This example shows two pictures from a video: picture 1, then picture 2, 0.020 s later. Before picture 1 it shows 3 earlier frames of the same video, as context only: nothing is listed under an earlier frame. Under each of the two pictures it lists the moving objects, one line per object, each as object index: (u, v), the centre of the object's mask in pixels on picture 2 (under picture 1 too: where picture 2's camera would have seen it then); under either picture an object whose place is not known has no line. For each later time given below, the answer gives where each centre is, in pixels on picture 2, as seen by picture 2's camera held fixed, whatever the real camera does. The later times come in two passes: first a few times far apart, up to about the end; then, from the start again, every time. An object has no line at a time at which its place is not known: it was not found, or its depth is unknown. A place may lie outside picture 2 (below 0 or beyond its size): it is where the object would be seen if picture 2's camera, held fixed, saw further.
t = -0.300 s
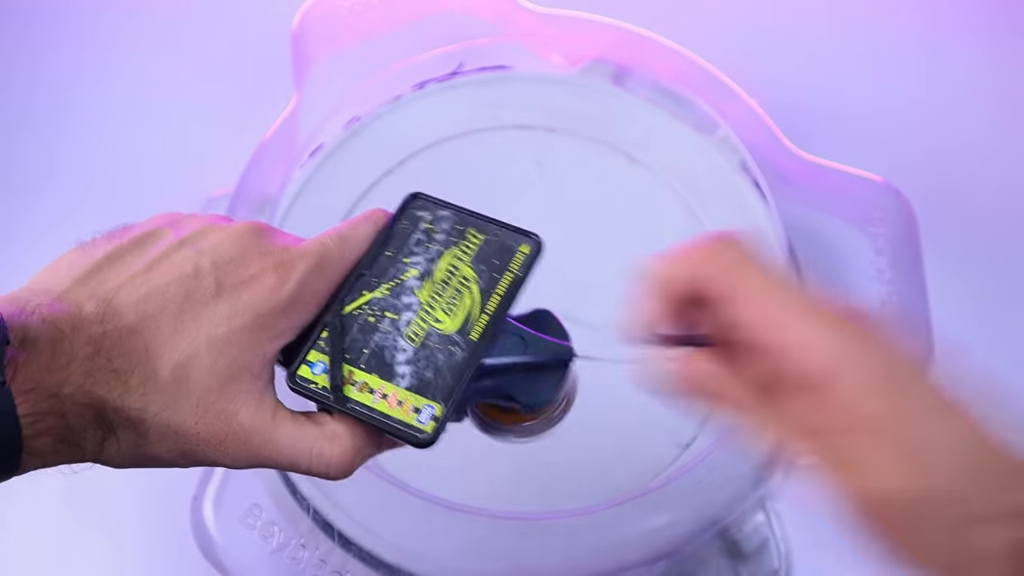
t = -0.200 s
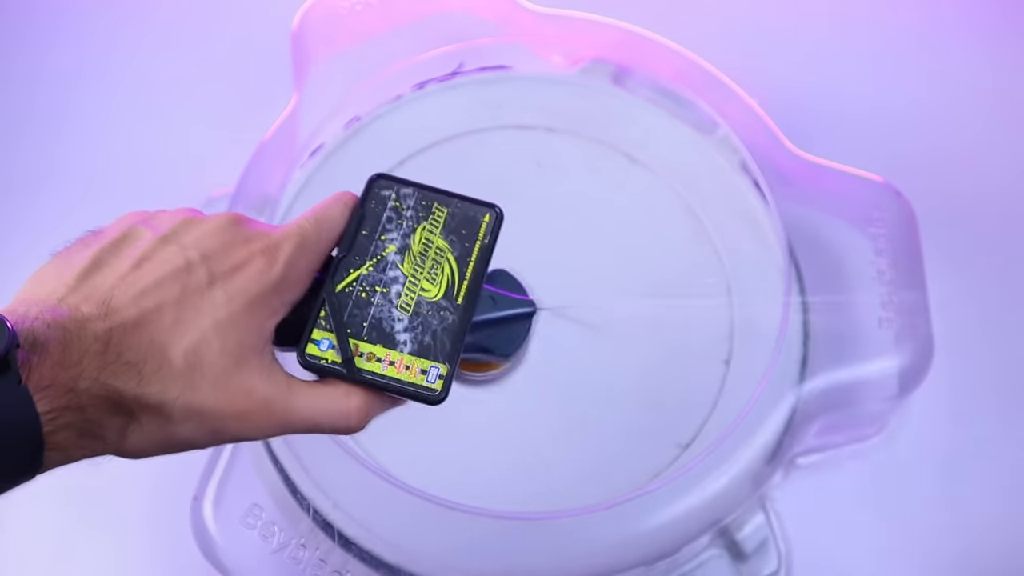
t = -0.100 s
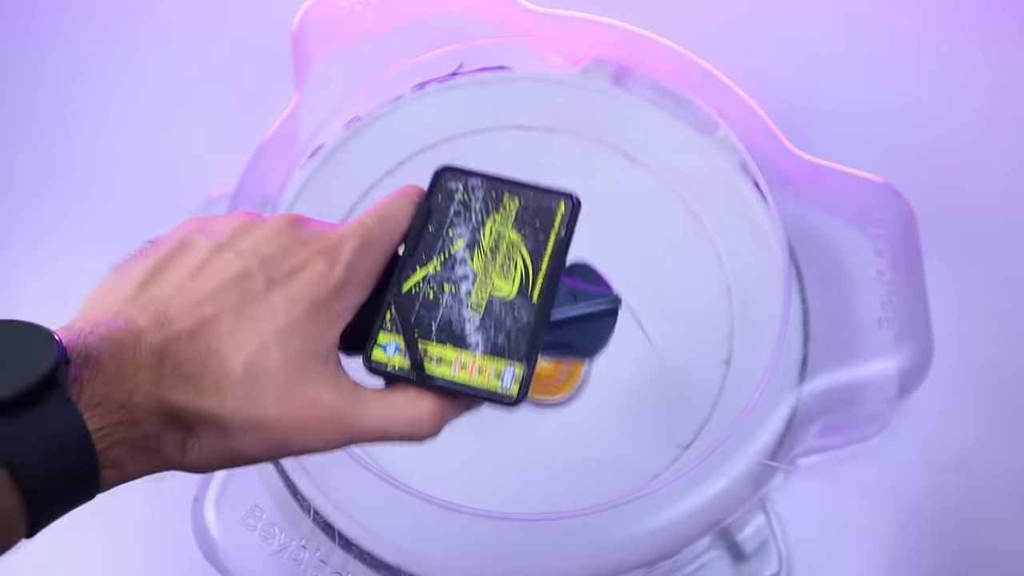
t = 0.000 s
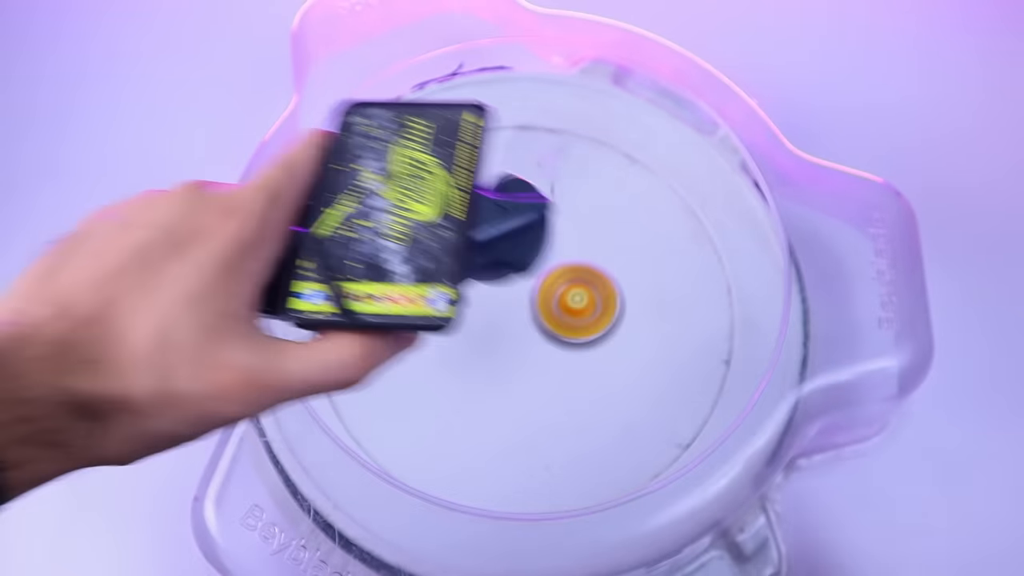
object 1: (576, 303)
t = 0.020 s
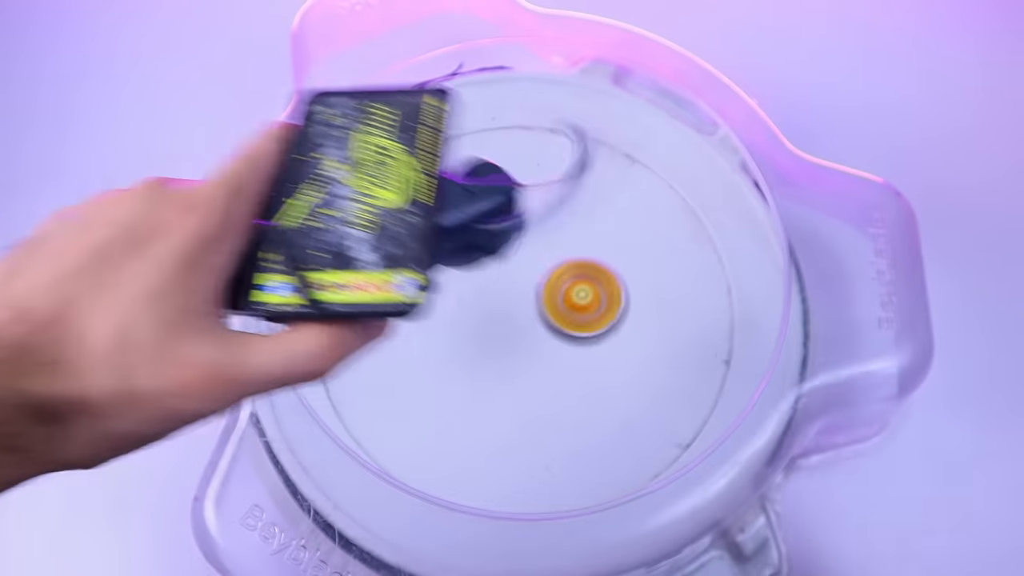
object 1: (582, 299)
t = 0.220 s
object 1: (612, 252)
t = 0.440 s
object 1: (562, 240)
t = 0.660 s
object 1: (493, 270)
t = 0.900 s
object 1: (519, 341)
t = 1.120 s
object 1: (546, 338)
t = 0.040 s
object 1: (586, 297)
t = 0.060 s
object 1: (590, 298)
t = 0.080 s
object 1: (591, 302)
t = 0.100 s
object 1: (595, 299)
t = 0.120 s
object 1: (599, 287)
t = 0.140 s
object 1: (604, 277)
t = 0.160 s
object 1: (607, 269)
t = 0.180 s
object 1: (609, 264)
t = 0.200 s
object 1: (611, 258)
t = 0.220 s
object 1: (612, 252)
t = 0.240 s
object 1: (613, 247)
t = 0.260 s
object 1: (613, 243)
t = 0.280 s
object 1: (611, 240)
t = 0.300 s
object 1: (608, 238)
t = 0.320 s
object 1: (604, 237)
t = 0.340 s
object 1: (600, 236)
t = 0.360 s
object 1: (594, 236)
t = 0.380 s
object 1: (588, 236)
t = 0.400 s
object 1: (580, 236)
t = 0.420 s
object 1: (572, 238)
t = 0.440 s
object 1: (562, 240)
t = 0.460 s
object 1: (552, 243)
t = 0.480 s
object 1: (543, 247)
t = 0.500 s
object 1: (534, 250)
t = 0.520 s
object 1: (525, 253)
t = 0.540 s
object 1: (517, 256)
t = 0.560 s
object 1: (509, 258)
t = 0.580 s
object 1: (504, 260)
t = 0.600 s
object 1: (501, 262)
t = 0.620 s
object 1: (497, 265)
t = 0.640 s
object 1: (495, 267)
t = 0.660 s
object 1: (493, 270)
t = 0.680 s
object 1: (492, 272)
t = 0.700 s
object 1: (491, 276)
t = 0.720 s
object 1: (491, 281)
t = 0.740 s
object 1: (491, 285)
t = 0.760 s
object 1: (491, 291)
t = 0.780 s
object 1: (492, 298)
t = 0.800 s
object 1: (494, 304)
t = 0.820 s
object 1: (497, 311)
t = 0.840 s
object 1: (502, 320)
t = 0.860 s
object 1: (507, 328)
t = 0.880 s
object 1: (513, 335)
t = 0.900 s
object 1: (519, 341)
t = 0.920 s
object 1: (524, 345)
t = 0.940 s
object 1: (529, 349)
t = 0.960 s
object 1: (532, 353)
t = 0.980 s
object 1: (534, 355)
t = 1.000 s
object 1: (536, 356)
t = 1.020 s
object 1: (537, 355)
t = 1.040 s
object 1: (538, 353)
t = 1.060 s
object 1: (541, 350)
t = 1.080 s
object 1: (541, 346)
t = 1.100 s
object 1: (543, 342)
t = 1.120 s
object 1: (546, 338)
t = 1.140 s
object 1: (549, 333)
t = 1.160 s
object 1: (553, 326)
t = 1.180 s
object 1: (555, 320)
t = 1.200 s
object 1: (555, 313)
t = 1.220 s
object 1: (557, 307)
